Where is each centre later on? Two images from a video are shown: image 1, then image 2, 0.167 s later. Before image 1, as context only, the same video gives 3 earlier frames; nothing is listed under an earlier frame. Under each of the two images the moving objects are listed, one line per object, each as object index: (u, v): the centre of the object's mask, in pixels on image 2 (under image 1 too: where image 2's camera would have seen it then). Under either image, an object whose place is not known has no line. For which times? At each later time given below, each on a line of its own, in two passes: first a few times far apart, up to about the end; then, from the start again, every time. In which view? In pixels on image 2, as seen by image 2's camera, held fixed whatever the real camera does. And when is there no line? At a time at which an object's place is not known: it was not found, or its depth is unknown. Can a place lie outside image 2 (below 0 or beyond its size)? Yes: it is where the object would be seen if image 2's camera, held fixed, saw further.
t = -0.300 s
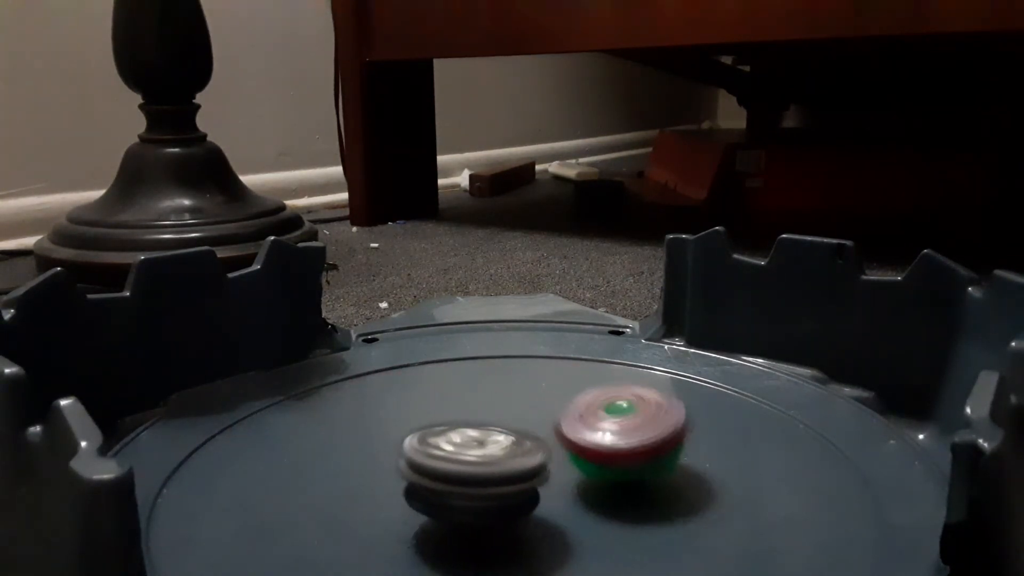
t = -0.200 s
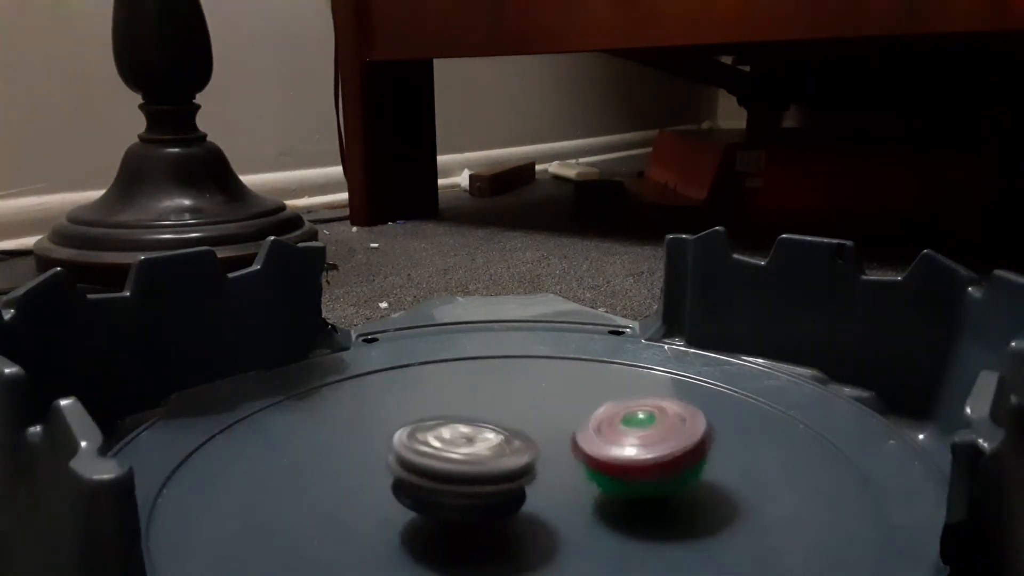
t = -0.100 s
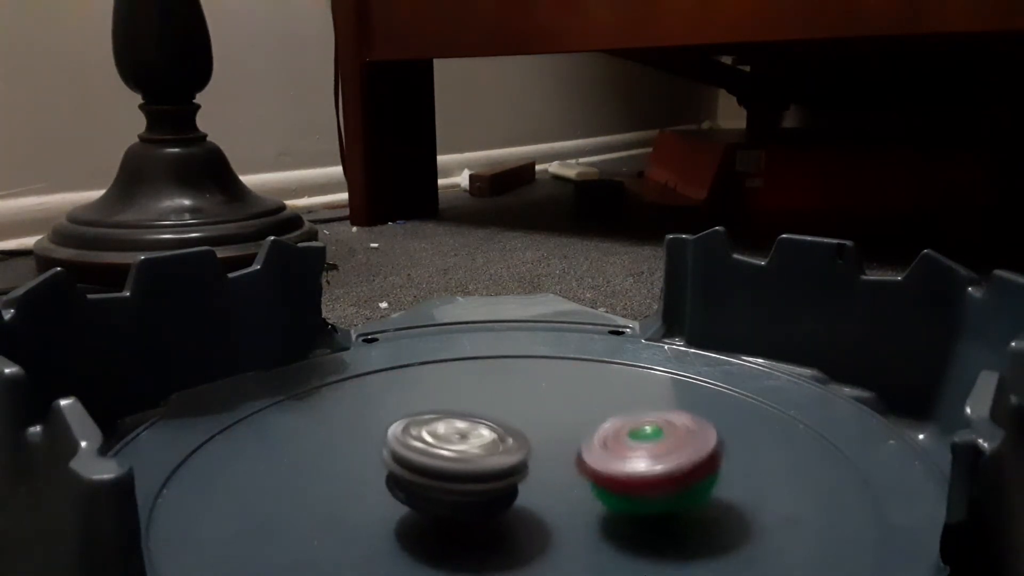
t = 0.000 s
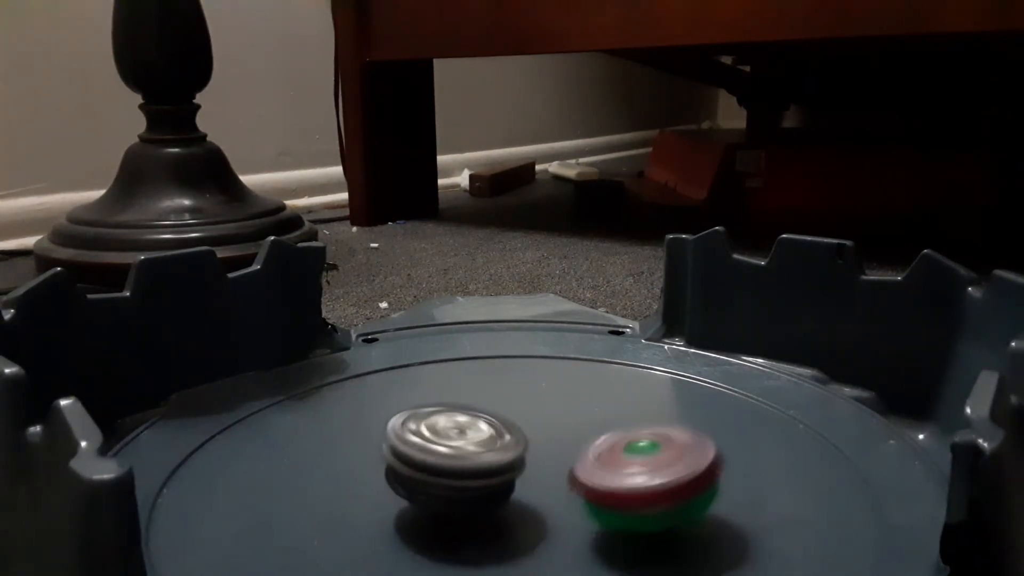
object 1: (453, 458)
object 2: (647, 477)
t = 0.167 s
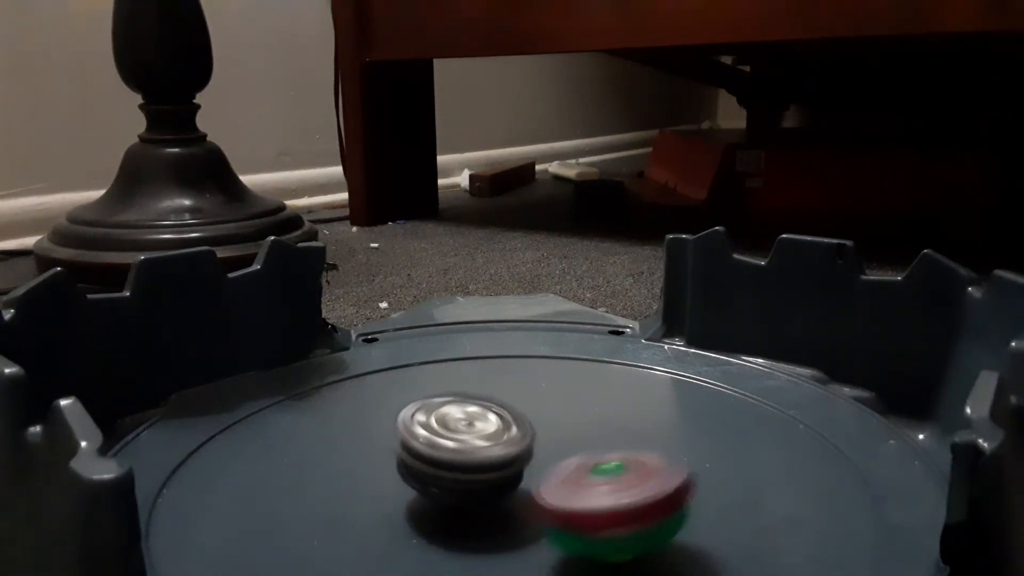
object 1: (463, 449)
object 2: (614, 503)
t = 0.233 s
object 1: (468, 445)
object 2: (588, 512)
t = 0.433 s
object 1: (497, 429)
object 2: (499, 520)
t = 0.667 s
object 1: (529, 443)
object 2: (396, 508)
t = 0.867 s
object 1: (544, 455)
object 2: (355, 478)
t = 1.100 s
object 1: (535, 467)
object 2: (371, 443)
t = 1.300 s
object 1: (507, 474)
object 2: (410, 416)
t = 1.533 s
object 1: (474, 471)
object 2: (478, 395)
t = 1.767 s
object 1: (451, 462)
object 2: (559, 407)
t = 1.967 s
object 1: (457, 453)
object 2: (614, 420)
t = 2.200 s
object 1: (483, 446)
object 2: (641, 452)
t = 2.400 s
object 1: (502, 446)
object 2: (631, 490)
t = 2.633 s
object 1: (516, 442)
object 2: (564, 522)
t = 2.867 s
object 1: (531, 451)
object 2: (452, 524)
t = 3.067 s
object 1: (521, 461)
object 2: (377, 500)
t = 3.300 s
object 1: (516, 459)
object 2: (356, 453)
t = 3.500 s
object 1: (522, 458)
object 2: (377, 418)
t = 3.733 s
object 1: (518, 456)
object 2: (433, 395)
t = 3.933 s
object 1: (510, 466)
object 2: (501, 385)
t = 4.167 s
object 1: (495, 478)
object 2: (570, 409)
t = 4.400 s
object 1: (469, 478)
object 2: (612, 455)
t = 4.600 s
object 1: (430, 469)
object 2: (642, 489)
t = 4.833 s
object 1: (440, 450)
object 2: (578, 522)
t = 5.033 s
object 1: (477, 433)
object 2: (480, 521)
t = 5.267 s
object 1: (528, 448)
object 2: (394, 488)
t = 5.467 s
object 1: (553, 461)
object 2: (385, 449)
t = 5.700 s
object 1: (540, 478)
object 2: (438, 412)
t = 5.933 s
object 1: (499, 479)
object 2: (518, 396)
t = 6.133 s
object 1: (475, 465)
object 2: (581, 421)
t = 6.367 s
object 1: (463, 450)
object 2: (648, 450)
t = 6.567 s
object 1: (487, 445)
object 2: (639, 486)
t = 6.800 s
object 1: (519, 435)
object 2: (544, 518)
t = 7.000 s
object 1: (540, 447)
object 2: (436, 513)
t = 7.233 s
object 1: (529, 458)
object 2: (372, 466)
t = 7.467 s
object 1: (509, 461)
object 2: (399, 419)
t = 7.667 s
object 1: (496, 465)
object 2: (473, 388)
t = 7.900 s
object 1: (487, 467)
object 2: (560, 400)
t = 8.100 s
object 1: (445, 467)
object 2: (642, 427)
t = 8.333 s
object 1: (394, 465)
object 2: (700, 458)
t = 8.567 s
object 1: (425, 454)
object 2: (599, 501)
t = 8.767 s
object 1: (447, 433)
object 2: (524, 522)
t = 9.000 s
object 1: (493, 420)
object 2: (462, 504)
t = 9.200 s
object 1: (536, 428)
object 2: (438, 494)
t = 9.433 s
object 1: (584, 445)
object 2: (413, 482)
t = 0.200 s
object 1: (466, 447)
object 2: (601, 507)
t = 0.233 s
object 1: (468, 445)
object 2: (588, 512)
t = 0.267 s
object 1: (471, 442)
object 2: (573, 515)
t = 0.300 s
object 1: (474, 439)
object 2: (558, 518)
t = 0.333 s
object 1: (478, 435)
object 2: (543, 519)
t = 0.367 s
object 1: (485, 432)
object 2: (528, 520)
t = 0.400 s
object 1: (491, 430)
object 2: (514, 520)
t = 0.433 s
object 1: (497, 429)
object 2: (499, 520)
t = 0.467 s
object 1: (503, 429)
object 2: (483, 521)
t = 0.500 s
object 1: (509, 431)
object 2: (467, 520)
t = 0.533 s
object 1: (514, 434)
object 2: (451, 519)
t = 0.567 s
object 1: (519, 436)
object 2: (436, 518)
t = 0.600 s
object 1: (523, 438)
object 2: (422, 515)
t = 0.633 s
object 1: (526, 441)
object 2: (409, 512)
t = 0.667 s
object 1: (529, 443)
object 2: (396, 508)
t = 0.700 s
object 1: (533, 445)
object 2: (384, 504)
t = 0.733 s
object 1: (536, 446)
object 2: (375, 499)
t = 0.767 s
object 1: (538, 448)
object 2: (368, 494)
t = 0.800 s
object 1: (541, 450)
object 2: (362, 489)
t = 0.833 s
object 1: (542, 452)
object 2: (358, 484)
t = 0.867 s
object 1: (544, 455)
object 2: (355, 478)
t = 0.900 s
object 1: (544, 457)
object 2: (354, 473)
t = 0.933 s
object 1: (543, 459)
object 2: (354, 467)
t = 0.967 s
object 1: (543, 460)
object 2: (355, 462)
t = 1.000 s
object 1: (541, 462)
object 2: (357, 457)
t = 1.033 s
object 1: (540, 464)
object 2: (361, 453)
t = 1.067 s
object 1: (538, 466)
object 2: (365, 448)
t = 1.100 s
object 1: (535, 467)
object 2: (371, 443)
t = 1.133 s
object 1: (532, 469)
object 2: (377, 439)
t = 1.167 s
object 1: (528, 470)
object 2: (383, 436)
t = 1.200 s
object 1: (522, 471)
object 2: (389, 430)
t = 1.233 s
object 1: (517, 472)
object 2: (396, 426)
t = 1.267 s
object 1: (512, 473)
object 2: (402, 421)
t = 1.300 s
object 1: (507, 474)
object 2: (410, 416)
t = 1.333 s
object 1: (502, 474)
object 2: (417, 411)
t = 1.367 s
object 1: (497, 474)
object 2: (424, 408)
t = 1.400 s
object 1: (491, 473)
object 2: (434, 404)
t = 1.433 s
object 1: (485, 473)
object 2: (445, 400)
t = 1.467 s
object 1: (482, 472)
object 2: (456, 397)
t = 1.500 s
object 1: (478, 471)
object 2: (468, 395)
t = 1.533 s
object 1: (474, 471)
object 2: (478, 395)
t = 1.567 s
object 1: (470, 470)
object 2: (490, 395)
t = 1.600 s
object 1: (467, 469)
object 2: (502, 397)
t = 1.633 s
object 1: (464, 467)
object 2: (514, 398)
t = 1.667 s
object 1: (461, 465)
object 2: (524, 401)
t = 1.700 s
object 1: (459, 463)
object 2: (535, 404)
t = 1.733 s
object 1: (455, 463)
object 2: (548, 406)
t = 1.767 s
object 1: (451, 462)
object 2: (559, 407)
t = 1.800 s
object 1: (450, 460)
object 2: (568, 407)
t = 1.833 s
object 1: (450, 459)
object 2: (578, 408)
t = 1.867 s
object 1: (451, 457)
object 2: (588, 410)
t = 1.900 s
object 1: (452, 456)
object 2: (597, 413)
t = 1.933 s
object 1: (454, 455)
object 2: (607, 415)
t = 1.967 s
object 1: (457, 453)
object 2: (614, 420)
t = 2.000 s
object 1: (460, 452)
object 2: (622, 423)
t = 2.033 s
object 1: (463, 452)
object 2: (628, 427)
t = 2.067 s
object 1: (467, 450)
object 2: (632, 433)
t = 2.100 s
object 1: (471, 449)
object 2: (636, 437)
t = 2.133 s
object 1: (475, 447)
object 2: (639, 442)
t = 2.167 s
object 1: (479, 447)
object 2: (640, 447)
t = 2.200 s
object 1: (483, 446)
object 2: (641, 452)
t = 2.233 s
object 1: (487, 447)
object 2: (640, 457)
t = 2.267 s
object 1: (492, 446)
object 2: (638, 464)
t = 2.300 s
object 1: (495, 447)
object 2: (637, 470)
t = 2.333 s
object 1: (497, 446)
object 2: (637, 477)
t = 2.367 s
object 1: (500, 446)
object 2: (636, 483)
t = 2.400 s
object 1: (502, 446)
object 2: (631, 490)
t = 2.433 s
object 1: (505, 446)
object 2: (626, 496)
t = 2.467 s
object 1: (507, 446)
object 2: (618, 503)
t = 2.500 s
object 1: (508, 444)
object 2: (611, 507)
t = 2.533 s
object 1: (510, 443)
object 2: (601, 513)
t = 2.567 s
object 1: (511, 443)
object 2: (590, 517)
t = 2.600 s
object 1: (514, 442)
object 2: (578, 520)
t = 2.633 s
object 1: (516, 442)
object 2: (564, 522)
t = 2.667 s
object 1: (520, 441)
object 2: (550, 523)
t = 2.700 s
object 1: (522, 440)
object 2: (536, 524)
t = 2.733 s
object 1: (524, 441)
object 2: (523, 526)
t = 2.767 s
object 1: (527, 443)
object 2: (506, 526)
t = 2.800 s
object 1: (528, 445)
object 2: (488, 526)
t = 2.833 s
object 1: (530, 448)
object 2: (470, 526)
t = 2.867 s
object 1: (531, 451)
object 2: (452, 524)
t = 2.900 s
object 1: (531, 453)
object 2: (436, 523)
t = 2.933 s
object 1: (530, 455)
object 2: (422, 520)
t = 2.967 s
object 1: (528, 458)
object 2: (408, 516)
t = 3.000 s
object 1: (526, 459)
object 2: (397, 511)
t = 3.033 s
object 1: (524, 460)
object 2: (386, 505)
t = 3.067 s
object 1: (521, 461)
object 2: (377, 500)
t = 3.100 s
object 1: (519, 460)
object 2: (370, 494)
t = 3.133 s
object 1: (517, 460)
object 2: (365, 487)
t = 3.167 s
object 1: (516, 460)
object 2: (362, 481)
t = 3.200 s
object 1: (514, 459)
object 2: (360, 474)
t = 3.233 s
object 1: (514, 460)
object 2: (358, 467)
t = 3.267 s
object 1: (514, 459)
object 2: (358, 460)
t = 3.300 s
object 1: (516, 459)
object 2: (356, 453)
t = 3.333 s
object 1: (519, 459)
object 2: (356, 447)
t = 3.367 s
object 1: (521, 459)
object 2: (358, 441)
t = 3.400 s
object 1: (522, 459)
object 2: (361, 434)
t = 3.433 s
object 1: (522, 459)
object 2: (366, 429)
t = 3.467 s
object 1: (522, 459)
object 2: (371, 423)
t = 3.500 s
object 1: (522, 458)
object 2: (377, 418)
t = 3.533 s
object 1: (521, 458)
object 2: (384, 413)
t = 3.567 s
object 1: (520, 458)
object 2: (392, 409)
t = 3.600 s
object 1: (519, 457)
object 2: (400, 406)
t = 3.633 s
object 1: (519, 456)
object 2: (408, 402)
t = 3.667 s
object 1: (519, 456)
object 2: (416, 401)
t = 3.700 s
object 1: (519, 456)
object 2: (424, 398)
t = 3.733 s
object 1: (518, 456)
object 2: (433, 395)
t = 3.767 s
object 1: (518, 457)
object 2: (441, 393)
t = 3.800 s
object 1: (517, 456)
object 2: (452, 392)
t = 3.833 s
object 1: (516, 456)
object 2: (463, 390)
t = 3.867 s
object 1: (514, 457)
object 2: (476, 388)
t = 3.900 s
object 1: (512, 460)
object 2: (489, 386)
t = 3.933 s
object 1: (510, 466)
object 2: (501, 385)
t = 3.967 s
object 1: (508, 467)
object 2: (512, 386)
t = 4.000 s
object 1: (505, 469)
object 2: (521, 387)
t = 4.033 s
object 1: (504, 471)
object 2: (531, 389)
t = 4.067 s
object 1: (502, 474)
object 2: (541, 393)
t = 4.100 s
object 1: (500, 475)
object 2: (550, 397)
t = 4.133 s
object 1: (498, 475)
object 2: (560, 403)
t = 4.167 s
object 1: (495, 478)
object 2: (570, 409)
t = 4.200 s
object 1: (491, 478)
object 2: (579, 415)
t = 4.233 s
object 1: (489, 478)
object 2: (587, 422)
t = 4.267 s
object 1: (487, 479)
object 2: (594, 429)
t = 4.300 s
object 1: (483, 479)
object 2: (599, 437)
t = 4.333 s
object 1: (478, 478)
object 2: (603, 444)
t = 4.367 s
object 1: (473, 478)
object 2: (608, 450)
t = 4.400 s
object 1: (469, 478)
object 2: (612, 455)
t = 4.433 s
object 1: (466, 477)
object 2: (614, 461)
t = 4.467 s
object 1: (459, 475)
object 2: (618, 467)
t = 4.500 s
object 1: (446, 474)
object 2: (631, 473)
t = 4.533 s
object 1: (437, 471)
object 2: (639, 478)
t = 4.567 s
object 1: (432, 471)
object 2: (642, 483)
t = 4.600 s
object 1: (430, 469)
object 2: (642, 489)
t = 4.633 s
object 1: (428, 466)
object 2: (638, 494)
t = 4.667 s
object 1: (428, 463)
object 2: (633, 500)
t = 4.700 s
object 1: (428, 461)
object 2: (625, 506)
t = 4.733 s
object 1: (430, 458)
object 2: (617, 513)
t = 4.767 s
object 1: (432, 455)
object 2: (606, 517)
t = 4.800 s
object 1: (436, 453)
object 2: (592, 520)
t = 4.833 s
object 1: (440, 450)
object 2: (578, 522)
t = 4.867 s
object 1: (445, 450)
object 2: (561, 524)
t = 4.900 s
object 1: (449, 447)
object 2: (544, 525)
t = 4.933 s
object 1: (455, 441)
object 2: (528, 525)
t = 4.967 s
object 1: (460, 437)
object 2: (510, 525)
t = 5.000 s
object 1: (468, 434)
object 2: (494, 523)
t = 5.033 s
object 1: (477, 433)
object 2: (480, 521)
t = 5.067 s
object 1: (487, 433)
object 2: (466, 519)
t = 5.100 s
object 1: (496, 434)
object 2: (451, 516)
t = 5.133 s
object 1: (503, 437)
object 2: (436, 512)
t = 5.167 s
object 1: (511, 439)
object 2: (422, 508)
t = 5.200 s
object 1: (518, 443)
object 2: (413, 502)
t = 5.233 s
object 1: (524, 444)
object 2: (402, 495)
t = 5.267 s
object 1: (528, 448)
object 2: (394, 488)
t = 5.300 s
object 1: (534, 451)
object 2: (389, 482)
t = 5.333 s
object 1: (540, 452)
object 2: (384, 475)
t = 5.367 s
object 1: (545, 455)
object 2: (382, 468)
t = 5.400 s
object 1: (547, 456)
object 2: (381, 462)
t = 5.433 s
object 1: (551, 459)
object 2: (382, 455)
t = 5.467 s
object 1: (553, 461)
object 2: (385, 449)
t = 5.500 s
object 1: (555, 465)
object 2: (390, 443)
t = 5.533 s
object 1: (554, 467)
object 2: (397, 438)
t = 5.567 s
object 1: (554, 469)
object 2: (404, 432)
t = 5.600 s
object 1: (552, 472)
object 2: (411, 427)
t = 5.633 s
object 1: (549, 474)
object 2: (419, 422)
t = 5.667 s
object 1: (545, 476)
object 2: (429, 417)
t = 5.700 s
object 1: (540, 478)
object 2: (438, 412)
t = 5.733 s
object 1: (535, 479)
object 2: (448, 408)
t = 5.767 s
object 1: (530, 479)
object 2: (458, 404)
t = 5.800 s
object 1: (524, 481)
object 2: (470, 400)
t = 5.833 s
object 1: (518, 480)
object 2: (481, 398)
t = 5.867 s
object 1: (512, 480)
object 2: (492, 397)
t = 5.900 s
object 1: (506, 480)
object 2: (505, 397)
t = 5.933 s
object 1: (499, 479)
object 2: (518, 396)
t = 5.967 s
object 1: (492, 477)
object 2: (530, 398)
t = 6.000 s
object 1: (488, 476)
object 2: (540, 402)
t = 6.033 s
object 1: (484, 472)
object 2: (553, 406)
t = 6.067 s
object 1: (480, 470)
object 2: (563, 411)
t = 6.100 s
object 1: (476, 468)
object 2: (573, 415)
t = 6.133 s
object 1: (475, 465)
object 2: (581, 421)
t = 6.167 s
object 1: (470, 462)
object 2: (591, 428)
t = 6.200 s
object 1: (462, 460)
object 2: (607, 431)
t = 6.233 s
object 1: (458, 459)
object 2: (619, 433)
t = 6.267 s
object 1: (457, 456)
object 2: (628, 436)
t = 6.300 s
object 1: (457, 454)
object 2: (635, 440)
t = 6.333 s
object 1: (459, 452)
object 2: (642, 445)
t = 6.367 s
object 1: (463, 450)
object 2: (648, 450)
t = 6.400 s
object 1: (466, 449)
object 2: (651, 454)
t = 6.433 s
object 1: (469, 448)
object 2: (652, 460)
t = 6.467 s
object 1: (473, 447)
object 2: (652, 468)
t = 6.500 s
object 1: (478, 446)
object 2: (650, 474)
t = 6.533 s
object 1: (484, 446)
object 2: (646, 481)
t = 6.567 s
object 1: (487, 445)
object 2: (639, 486)
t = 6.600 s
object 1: (493, 445)
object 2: (627, 492)
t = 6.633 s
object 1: (497, 444)
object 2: (616, 498)
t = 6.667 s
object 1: (500, 443)
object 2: (602, 505)
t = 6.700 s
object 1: (503, 441)
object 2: (589, 508)
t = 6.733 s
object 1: (508, 438)
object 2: (573, 513)
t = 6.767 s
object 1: (515, 435)
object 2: (556, 516)
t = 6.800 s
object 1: (519, 435)
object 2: (544, 518)
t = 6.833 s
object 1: (524, 435)
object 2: (528, 520)
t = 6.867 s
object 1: (530, 435)
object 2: (510, 521)
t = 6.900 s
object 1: (533, 438)
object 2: (490, 520)
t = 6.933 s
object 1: (537, 440)
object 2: (471, 519)
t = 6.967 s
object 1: (540, 444)
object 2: (454, 517)
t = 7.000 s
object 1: (540, 447)
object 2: (436, 513)
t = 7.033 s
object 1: (539, 448)
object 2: (420, 508)
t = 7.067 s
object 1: (538, 452)
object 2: (406, 502)
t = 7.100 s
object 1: (537, 453)
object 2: (396, 495)
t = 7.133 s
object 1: (536, 454)
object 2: (385, 489)
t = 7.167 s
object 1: (534, 455)
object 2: (379, 482)
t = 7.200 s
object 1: (532, 457)
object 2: (375, 474)
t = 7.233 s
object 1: (529, 458)
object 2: (372, 466)
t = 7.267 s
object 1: (527, 459)
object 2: (372, 459)
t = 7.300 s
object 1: (523, 459)
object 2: (375, 453)
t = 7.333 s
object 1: (519, 460)
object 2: (378, 446)
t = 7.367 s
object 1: (516, 460)
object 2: (383, 439)
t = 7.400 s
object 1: (513, 460)
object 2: (387, 433)
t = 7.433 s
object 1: (511, 460)
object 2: (393, 426)
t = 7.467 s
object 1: (509, 461)
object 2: (399, 419)
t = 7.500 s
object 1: (506, 461)
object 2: (406, 413)
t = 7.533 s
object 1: (504, 461)
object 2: (417, 408)
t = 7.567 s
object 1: (501, 461)
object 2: (429, 402)
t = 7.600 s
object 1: (498, 461)
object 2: (441, 396)
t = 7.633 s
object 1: (496, 463)
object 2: (458, 391)
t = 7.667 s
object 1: (496, 465)
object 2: (473, 388)
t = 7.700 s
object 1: (494, 467)
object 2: (483, 386)
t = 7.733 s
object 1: (493, 467)
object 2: (496, 386)
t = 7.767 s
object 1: (492, 467)
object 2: (510, 387)
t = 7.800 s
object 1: (489, 468)
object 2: (523, 387)
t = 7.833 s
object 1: (488, 467)
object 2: (536, 391)
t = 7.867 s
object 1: (486, 466)
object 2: (549, 395)
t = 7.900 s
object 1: (487, 467)
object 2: (560, 400)
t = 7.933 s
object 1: (486, 466)
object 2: (570, 405)
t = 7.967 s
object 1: (485, 466)
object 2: (580, 411)
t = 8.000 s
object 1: (487, 465)
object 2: (590, 417)
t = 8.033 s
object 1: (486, 463)
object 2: (595, 424)
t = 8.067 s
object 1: (470, 462)
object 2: (610, 427)
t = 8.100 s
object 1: (445, 467)
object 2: (642, 427)
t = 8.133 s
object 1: (427, 468)
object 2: (666, 428)
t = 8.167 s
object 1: (412, 470)
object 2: (684, 431)
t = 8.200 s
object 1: (404, 469)
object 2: (694, 434)
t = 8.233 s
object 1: (399, 469)
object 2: (699, 438)
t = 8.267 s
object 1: (395, 468)
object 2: (702, 444)
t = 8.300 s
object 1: (394, 467)
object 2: (701, 450)
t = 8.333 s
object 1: (394, 465)
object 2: (700, 458)
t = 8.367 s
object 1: (395, 462)
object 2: (694, 466)
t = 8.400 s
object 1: (398, 461)
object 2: (684, 473)
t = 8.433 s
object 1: (401, 459)
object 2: (673, 480)
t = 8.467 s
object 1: (407, 459)
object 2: (658, 486)
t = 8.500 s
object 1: (411, 456)
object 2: (641, 492)
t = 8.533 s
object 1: (418, 455)
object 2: (621, 497)
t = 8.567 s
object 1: (425, 454)
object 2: (599, 501)
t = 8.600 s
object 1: (432, 454)
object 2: (575, 503)
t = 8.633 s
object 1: (437, 452)
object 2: (554, 506)
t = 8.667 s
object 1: (436, 447)
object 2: (549, 513)
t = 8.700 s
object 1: (438, 440)
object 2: (547, 519)
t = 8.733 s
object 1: (441, 437)
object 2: (536, 522)
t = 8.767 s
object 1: (447, 433)
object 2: (524, 522)
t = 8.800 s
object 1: (451, 430)
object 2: (512, 520)
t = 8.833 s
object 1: (457, 427)
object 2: (499, 516)
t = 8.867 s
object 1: (463, 426)
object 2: (489, 511)
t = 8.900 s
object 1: (471, 422)
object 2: (479, 508)
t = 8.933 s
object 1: (478, 421)
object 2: (474, 509)
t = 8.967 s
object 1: (485, 420)
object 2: (464, 506)
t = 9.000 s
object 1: (493, 420)
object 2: (462, 504)
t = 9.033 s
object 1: (497, 420)
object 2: (458, 500)
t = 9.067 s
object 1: (505, 421)
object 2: (455, 499)
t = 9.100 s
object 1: (511, 422)
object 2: (451, 496)
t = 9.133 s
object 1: (521, 425)
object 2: (443, 497)
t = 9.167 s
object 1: (530, 426)
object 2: (438, 495)
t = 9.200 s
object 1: (536, 428)
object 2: (438, 494)
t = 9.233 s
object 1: (543, 431)
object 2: (439, 491)
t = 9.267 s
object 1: (547, 433)
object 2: (440, 489)
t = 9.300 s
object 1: (553, 436)
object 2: (438, 487)
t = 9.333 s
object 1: (558, 439)
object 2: (439, 486)
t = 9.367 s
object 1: (564, 440)
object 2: (437, 484)
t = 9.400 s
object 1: (570, 444)
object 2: (437, 484)
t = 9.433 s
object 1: (584, 445)
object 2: (413, 482)
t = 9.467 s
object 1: (597, 445)
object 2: (401, 483)
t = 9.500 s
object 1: (603, 449)
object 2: (393, 481)
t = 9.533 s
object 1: (605, 452)
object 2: (392, 480)
